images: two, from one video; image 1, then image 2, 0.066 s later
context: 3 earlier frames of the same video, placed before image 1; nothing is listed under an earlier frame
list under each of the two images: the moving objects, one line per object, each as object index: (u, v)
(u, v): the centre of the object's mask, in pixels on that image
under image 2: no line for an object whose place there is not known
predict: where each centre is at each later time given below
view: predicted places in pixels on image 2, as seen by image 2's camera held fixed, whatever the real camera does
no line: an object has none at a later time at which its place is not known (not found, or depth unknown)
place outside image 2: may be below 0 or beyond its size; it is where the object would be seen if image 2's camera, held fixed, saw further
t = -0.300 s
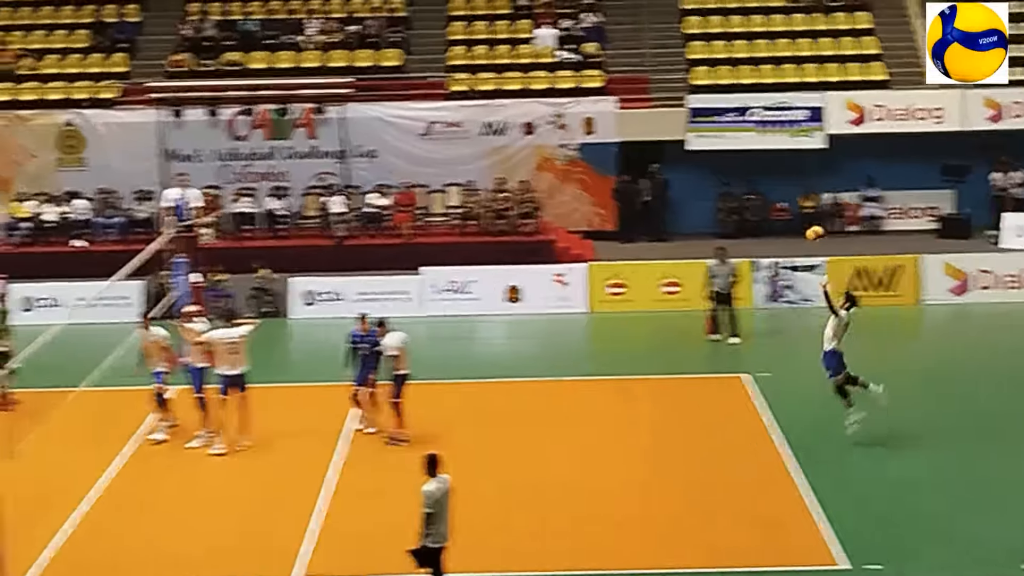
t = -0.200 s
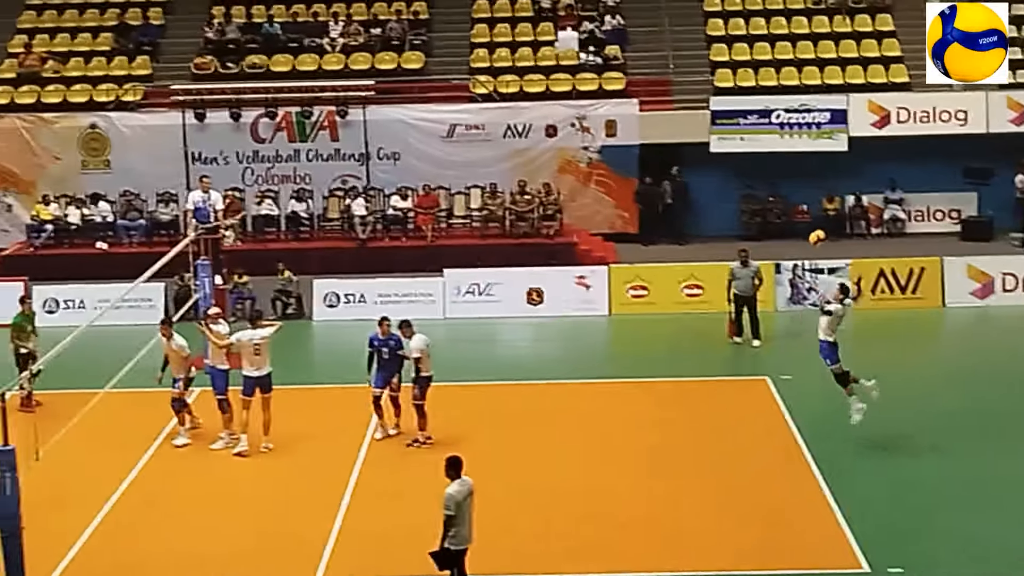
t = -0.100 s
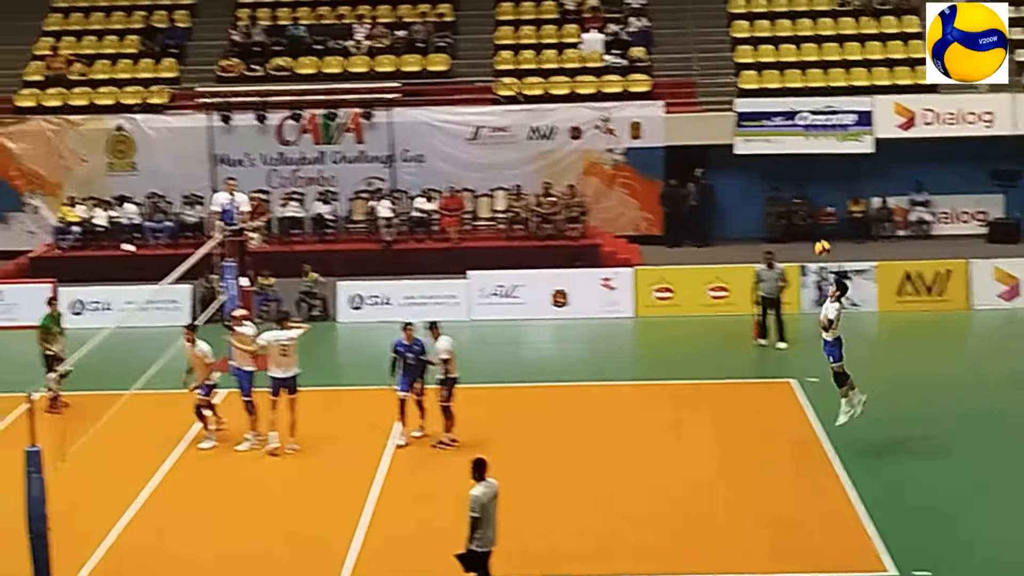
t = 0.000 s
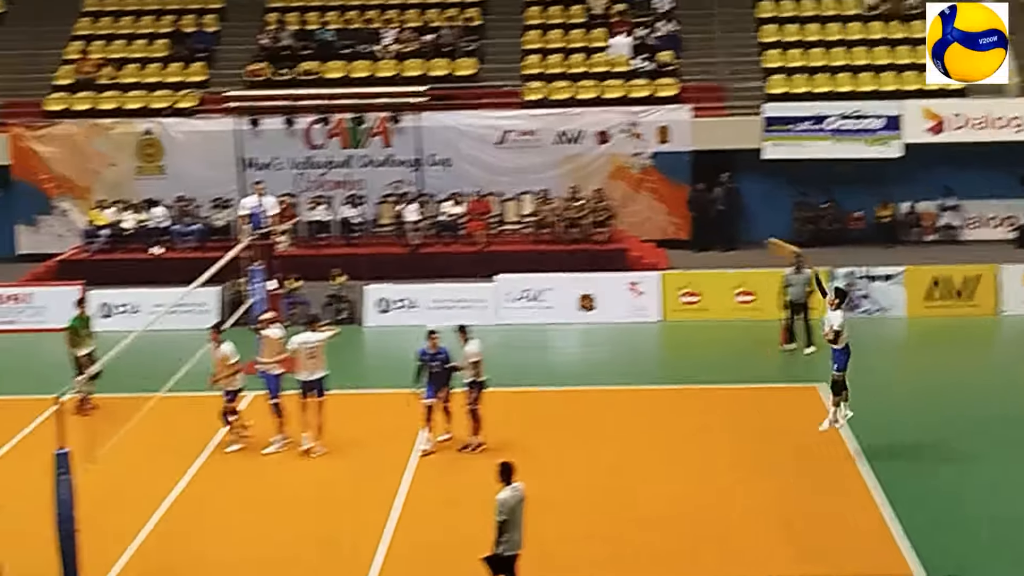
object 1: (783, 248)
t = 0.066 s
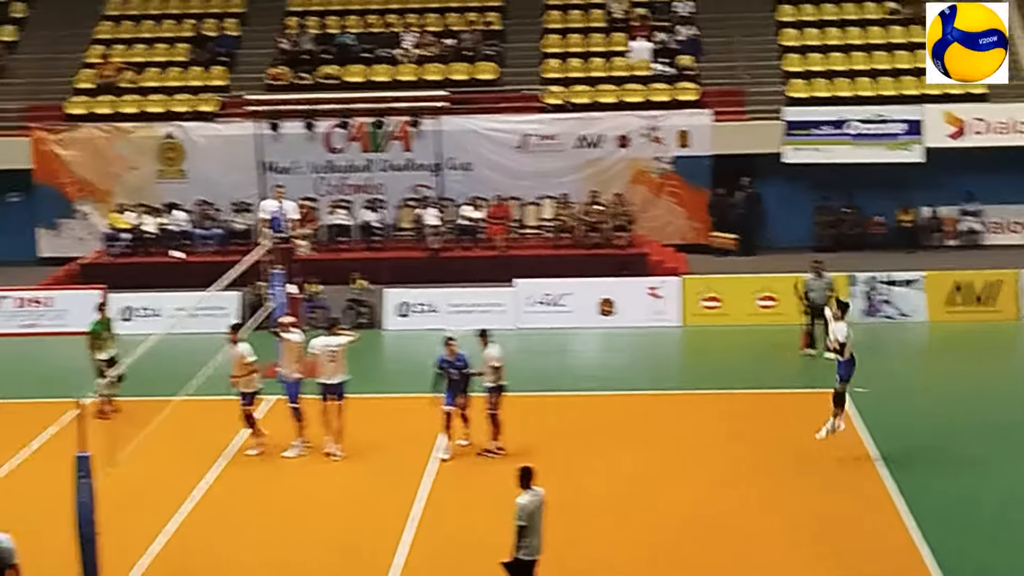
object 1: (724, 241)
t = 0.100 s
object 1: (685, 232)
